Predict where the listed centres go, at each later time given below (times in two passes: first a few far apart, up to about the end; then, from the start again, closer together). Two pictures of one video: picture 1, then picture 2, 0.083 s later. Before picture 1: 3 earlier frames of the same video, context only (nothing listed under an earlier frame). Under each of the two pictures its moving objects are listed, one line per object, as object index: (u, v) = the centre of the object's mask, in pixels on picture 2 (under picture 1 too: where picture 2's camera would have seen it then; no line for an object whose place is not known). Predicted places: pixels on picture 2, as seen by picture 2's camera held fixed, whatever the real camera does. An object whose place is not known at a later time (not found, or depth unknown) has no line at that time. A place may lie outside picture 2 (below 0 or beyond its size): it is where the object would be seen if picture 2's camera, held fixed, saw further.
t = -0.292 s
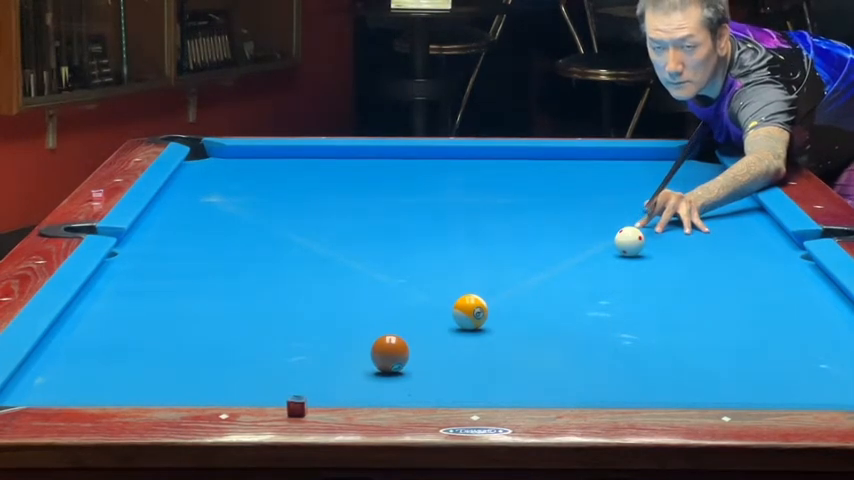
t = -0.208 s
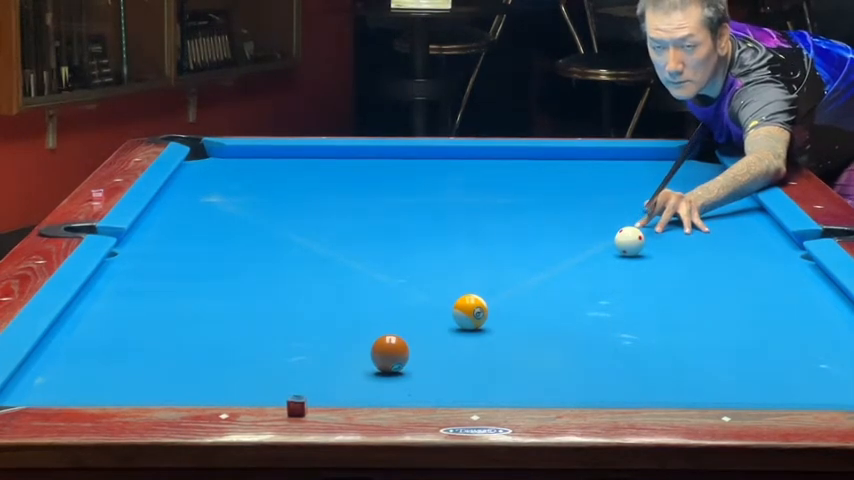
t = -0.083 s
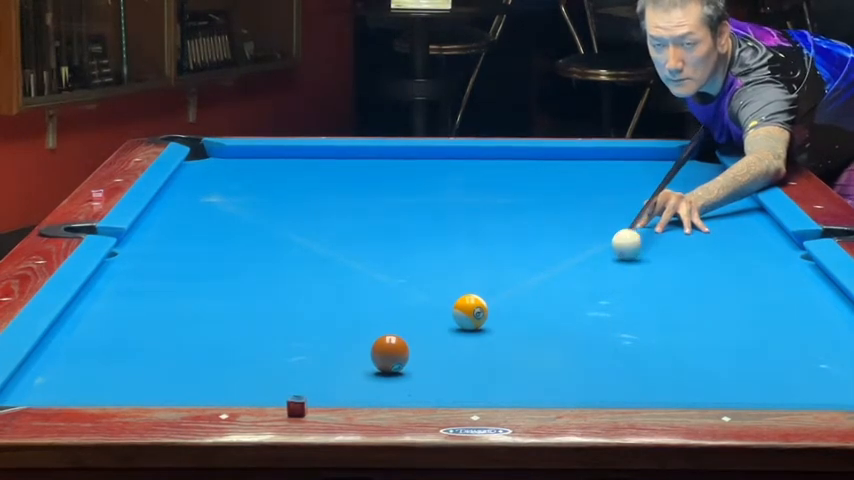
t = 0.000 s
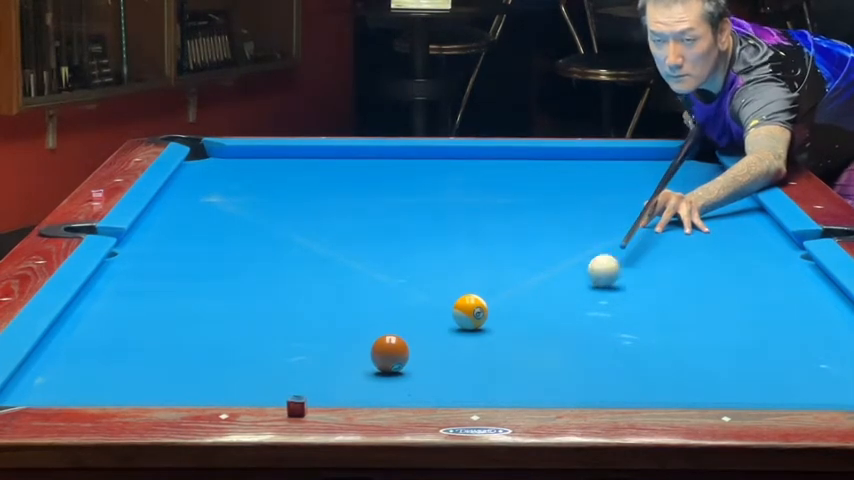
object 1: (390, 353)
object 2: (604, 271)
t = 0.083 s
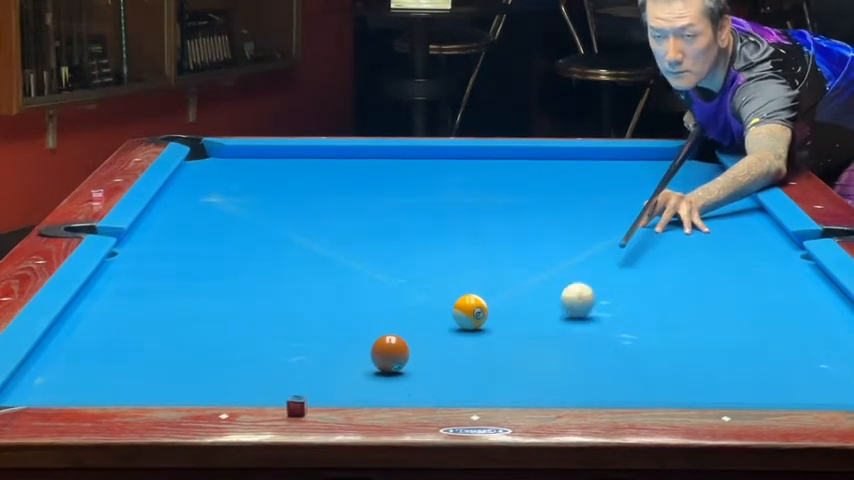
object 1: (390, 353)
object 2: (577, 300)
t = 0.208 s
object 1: (390, 353)
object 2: (530, 353)
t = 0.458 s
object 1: (371, 349)
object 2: (428, 358)
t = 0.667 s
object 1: (241, 320)
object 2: (482, 332)
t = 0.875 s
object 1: (141, 299)
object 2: (523, 309)
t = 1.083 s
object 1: (131, 283)
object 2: (559, 289)
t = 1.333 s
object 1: (199, 271)
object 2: (598, 268)
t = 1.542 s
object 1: (251, 261)
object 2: (626, 253)
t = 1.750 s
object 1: (299, 252)
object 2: (652, 238)
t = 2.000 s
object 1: (351, 243)
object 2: (679, 224)
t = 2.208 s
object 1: (390, 236)
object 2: (700, 213)
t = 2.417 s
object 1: (427, 229)
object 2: (718, 203)
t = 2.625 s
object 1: (461, 223)
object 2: (736, 194)
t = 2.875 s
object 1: (497, 216)
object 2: (719, 186)
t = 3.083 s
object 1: (525, 211)
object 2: (703, 180)
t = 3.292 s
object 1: (550, 207)
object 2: (689, 175)
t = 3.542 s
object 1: (578, 202)
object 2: (674, 170)
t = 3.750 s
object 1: (599, 198)
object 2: (663, 165)
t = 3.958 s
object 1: (618, 195)
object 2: (653, 162)
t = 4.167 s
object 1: (634, 192)
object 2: (645, 159)
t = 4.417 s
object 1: (653, 189)
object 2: (636, 156)
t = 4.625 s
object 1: (666, 187)
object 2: (630, 153)
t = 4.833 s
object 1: (678, 185)
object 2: (625, 151)
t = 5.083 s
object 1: (691, 184)
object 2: (624, 152)
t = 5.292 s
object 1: (699, 182)
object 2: (624, 153)
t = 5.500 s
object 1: (705, 181)
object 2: (623, 153)
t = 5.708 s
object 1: (711, 180)
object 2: (623, 154)
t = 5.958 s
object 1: (715, 180)
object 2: (623, 154)
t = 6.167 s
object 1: (718, 180)
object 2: (623, 154)
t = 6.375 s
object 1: (718, 180)
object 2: (623, 154)
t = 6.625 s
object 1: (718, 179)
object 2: (623, 154)
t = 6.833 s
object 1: (718, 179)
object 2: (623, 154)
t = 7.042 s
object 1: (718, 179)
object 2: (623, 154)
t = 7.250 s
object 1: (718, 179)
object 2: (623, 154)
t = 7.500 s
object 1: (718, 180)
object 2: (623, 154)
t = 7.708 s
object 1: (718, 180)
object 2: (623, 154)
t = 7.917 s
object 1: (718, 180)
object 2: (623, 154)
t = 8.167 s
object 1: (718, 180)
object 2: (623, 154)
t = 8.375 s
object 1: (718, 180)
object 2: (623, 154)
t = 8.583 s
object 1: (718, 180)
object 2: (623, 154)
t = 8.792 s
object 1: (718, 180)
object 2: (623, 154)
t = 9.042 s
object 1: (718, 180)
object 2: (623, 153)
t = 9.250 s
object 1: (718, 180)
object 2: (623, 154)
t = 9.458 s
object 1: (718, 180)
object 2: (623, 154)
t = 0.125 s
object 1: (390, 353)
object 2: (562, 317)
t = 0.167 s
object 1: (390, 353)
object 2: (547, 334)
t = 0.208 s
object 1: (390, 353)
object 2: (530, 353)
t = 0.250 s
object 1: (390, 353)
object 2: (512, 374)
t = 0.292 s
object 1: (390, 353)
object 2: (493, 388)
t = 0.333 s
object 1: (390, 353)
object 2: (471, 389)
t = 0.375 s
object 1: (390, 353)
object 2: (448, 380)
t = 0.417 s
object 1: (390, 353)
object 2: (427, 366)
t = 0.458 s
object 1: (371, 349)
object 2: (428, 358)
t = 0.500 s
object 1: (339, 342)
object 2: (443, 353)
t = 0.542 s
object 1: (310, 336)
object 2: (455, 348)
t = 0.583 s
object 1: (284, 330)
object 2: (464, 342)
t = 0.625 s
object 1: (262, 326)
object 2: (473, 337)
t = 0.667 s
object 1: (241, 320)
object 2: (482, 332)
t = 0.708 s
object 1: (220, 316)
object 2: (490, 327)
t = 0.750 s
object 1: (199, 312)
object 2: (499, 323)
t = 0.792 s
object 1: (180, 307)
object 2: (507, 318)
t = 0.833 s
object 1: (160, 303)
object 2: (515, 313)
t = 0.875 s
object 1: (141, 299)
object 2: (523, 309)
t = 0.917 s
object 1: (123, 295)
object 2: (530, 305)
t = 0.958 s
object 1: (104, 291)
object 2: (538, 301)
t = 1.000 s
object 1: (105, 288)
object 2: (545, 297)
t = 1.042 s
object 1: (119, 286)
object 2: (552, 293)
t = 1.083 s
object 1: (131, 283)
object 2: (559, 289)
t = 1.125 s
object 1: (143, 281)
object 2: (566, 286)
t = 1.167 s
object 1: (155, 279)
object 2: (572, 282)
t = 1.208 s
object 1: (166, 277)
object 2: (579, 278)
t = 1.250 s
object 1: (178, 275)
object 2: (585, 275)
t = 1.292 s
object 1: (189, 272)
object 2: (591, 271)
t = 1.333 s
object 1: (199, 271)
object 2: (598, 268)
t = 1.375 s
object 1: (210, 268)
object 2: (603, 265)
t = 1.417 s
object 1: (221, 267)
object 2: (609, 262)
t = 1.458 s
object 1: (231, 265)
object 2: (615, 259)
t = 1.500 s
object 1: (241, 263)
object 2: (620, 255)
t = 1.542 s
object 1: (251, 261)
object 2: (626, 253)
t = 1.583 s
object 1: (261, 259)
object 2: (631, 250)
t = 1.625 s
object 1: (271, 257)
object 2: (637, 247)
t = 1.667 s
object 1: (281, 256)
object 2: (641, 244)
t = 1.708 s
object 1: (290, 254)
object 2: (647, 241)
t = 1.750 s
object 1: (299, 252)
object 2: (652, 238)
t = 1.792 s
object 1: (308, 250)
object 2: (656, 236)
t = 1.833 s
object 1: (317, 249)
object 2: (661, 233)
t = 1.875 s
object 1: (325, 248)
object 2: (665, 231)
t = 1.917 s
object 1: (334, 246)
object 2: (670, 228)
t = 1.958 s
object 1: (343, 244)
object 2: (674, 226)
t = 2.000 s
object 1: (351, 243)
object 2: (679, 224)
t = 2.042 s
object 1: (359, 241)
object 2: (684, 222)
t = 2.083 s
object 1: (367, 239)
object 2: (687, 219)
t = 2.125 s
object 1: (375, 238)
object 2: (692, 217)
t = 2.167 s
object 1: (383, 237)
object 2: (696, 215)
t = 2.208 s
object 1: (390, 236)
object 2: (700, 213)
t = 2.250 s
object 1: (398, 234)
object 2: (704, 211)
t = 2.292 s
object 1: (406, 233)
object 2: (707, 208)
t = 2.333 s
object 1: (413, 231)
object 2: (711, 206)
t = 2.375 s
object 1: (420, 230)
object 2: (715, 205)
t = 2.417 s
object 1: (427, 229)
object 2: (718, 203)
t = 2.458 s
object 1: (434, 227)
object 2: (722, 201)
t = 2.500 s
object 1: (441, 226)
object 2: (726, 199)
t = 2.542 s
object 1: (447, 225)
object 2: (729, 197)
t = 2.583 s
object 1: (454, 224)
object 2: (732, 196)
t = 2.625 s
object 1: (461, 223)
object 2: (736, 194)
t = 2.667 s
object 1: (467, 221)
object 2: (737, 191)
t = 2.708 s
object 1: (473, 220)
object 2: (734, 191)
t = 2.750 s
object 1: (479, 219)
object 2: (730, 189)
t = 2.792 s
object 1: (485, 218)
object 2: (726, 188)
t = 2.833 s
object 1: (491, 217)
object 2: (723, 187)
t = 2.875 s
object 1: (497, 216)
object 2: (719, 186)
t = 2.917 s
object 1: (503, 215)
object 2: (716, 184)
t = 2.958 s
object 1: (509, 214)
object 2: (713, 183)
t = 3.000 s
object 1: (514, 212)
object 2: (709, 182)
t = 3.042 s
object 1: (519, 212)
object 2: (706, 181)
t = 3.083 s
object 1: (525, 211)
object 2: (703, 180)
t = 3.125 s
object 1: (530, 210)
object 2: (700, 179)
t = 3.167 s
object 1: (535, 209)
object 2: (697, 178)
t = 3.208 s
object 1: (540, 208)
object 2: (694, 177)
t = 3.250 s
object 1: (545, 208)
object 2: (692, 176)
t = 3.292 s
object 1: (550, 207)
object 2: (689, 175)
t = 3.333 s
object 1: (555, 206)
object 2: (686, 174)
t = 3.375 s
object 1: (560, 205)
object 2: (683, 173)
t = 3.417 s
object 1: (564, 204)
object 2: (681, 172)
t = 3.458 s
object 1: (569, 204)
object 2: (678, 171)
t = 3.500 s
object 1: (573, 203)
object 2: (676, 170)
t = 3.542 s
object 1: (578, 202)
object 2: (674, 170)
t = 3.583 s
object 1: (582, 201)
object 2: (672, 169)
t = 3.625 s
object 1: (587, 200)
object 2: (669, 168)
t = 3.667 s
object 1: (591, 200)
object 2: (667, 167)
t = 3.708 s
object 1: (595, 199)
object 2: (665, 166)
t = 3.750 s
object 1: (599, 198)
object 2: (663, 165)
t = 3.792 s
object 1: (603, 197)
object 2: (661, 165)
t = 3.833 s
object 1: (607, 197)
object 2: (659, 164)
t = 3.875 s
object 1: (610, 196)
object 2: (657, 163)
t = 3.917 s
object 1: (614, 196)
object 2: (655, 162)
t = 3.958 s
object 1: (618, 195)
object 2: (653, 162)
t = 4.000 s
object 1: (621, 194)
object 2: (651, 161)
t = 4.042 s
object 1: (625, 194)
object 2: (649, 161)
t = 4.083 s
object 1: (628, 194)
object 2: (648, 160)
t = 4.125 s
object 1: (631, 193)
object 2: (646, 159)
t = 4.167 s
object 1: (634, 192)
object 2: (645, 159)
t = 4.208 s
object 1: (637, 192)
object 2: (643, 159)
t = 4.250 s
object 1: (640, 191)
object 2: (641, 158)
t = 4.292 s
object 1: (644, 191)
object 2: (640, 157)
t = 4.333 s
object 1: (647, 190)
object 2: (639, 157)
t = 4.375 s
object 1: (649, 190)
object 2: (637, 156)
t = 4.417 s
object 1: (653, 189)
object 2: (636, 156)
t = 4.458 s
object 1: (655, 189)
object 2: (635, 155)
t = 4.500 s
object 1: (658, 188)
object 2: (634, 155)
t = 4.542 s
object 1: (660, 188)
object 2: (632, 154)
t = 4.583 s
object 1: (664, 187)
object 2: (631, 154)
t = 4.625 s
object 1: (666, 187)
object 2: (630, 153)
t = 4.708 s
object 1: (671, 186)
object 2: (628, 152)
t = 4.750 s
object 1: (673, 186)
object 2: (627, 152)
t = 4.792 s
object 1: (676, 186)
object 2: (626, 152)
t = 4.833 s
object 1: (678, 185)
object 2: (625, 151)
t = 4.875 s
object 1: (681, 185)
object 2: (625, 151)
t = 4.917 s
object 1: (683, 185)
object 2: (625, 152)
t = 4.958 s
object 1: (684, 184)
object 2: (625, 152)
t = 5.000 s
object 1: (687, 184)
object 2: (624, 152)
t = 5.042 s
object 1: (689, 184)
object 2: (624, 152)
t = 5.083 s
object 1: (691, 184)
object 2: (624, 152)
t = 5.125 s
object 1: (692, 183)
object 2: (624, 153)
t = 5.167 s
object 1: (694, 183)
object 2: (624, 153)
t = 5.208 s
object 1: (696, 183)
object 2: (624, 153)
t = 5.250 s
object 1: (697, 183)
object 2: (624, 153)
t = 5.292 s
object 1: (699, 182)
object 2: (624, 153)
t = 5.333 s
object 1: (701, 182)
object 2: (624, 153)
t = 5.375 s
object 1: (701, 182)
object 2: (624, 153)
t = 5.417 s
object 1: (703, 182)
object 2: (623, 153)
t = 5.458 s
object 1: (704, 182)
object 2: (623, 153)
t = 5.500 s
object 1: (705, 181)
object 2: (623, 153)
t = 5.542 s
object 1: (706, 181)
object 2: (623, 153)
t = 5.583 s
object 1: (708, 181)
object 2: (623, 153)
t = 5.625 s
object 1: (709, 181)
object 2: (623, 154)
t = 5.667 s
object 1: (710, 181)
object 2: (623, 154)
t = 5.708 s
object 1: (711, 180)
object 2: (623, 154)
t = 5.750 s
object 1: (712, 180)
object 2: (623, 154)
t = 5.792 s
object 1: (713, 180)
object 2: (623, 154)
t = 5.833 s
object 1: (713, 180)
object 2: (623, 154)
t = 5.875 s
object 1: (714, 180)
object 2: (623, 154)
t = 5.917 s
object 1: (715, 180)
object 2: (623, 154)
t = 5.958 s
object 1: (715, 180)
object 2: (623, 154)
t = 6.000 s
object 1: (716, 180)
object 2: (623, 154)
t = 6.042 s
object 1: (717, 180)
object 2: (623, 154)
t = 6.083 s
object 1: (717, 180)
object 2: (623, 154)
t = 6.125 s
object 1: (718, 180)
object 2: (623, 154)
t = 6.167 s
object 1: (718, 180)
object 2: (623, 154)
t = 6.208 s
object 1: (718, 180)
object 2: (623, 154)
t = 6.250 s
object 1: (718, 180)
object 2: (623, 154)
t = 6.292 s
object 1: (718, 180)
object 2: (623, 154)
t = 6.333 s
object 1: (718, 180)
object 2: (623, 154)
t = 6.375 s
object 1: (718, 180)
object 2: (623, 154)
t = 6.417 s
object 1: (718, 180)
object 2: (623, 154)
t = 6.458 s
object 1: (718, 180)
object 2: (623, 154)
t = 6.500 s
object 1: (718, 179)
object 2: (623, 154)
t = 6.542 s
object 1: (718, 179)
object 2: (623, 153)
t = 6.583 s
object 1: (718, 179)
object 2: (623, 154)
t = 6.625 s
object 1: (718, 179)
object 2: (623, 154)
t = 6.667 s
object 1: (718, 179)
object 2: (623, 154)
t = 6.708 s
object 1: (718, 179)
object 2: (623, 154)
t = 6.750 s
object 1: (718, 179)
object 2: (623, 154)
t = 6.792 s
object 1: (718, 179)
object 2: (623, 154)
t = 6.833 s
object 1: (718, 179)
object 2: (623, 154)
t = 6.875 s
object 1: (718, 179)
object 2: (623, 153)
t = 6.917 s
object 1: (718, 179)
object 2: (623, 153)
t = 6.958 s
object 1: (718, 179)
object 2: (623, 153)
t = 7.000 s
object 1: (718, 179)
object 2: (623, 154)
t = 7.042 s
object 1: (718, 179)
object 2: (623, 154)
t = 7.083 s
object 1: (718, 179)
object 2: (623, 153)
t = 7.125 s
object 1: (718, 179)
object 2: (623, 154)
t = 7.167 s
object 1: (718, 179)
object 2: (623, 154)
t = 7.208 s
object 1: (718, 179)
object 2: (623, 154)
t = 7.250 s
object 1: (718, 179)
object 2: (623, 154)
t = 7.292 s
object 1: (718, 179)
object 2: (623, 154)
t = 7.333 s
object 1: (718, 179)
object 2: (623, 154)
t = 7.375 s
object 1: (718, 179)
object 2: (623, 154)
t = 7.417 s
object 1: (718, 180)
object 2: (623, 154)
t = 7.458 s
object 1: (718, 180)
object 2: (623, 154)
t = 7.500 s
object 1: (718, 180)
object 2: (623, 154)
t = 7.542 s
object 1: (718, 180)
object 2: (623, 154)
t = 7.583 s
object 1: (718, 180)
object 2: (623, 154)
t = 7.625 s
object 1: (718, 180)
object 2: (623, 154)
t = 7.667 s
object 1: (718, 180)
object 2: (623, 154)
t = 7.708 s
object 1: (718, 180)
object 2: (623, 154)
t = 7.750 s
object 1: (718, 180)
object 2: (623, 154)
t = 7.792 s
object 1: (718, 180)
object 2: (623, 154)
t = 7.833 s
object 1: (718, 180)
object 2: (623, 154)
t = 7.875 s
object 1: (718, 180)
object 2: (623, 154)
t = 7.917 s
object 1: (718, 180)
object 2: (623, 154)
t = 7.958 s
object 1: (718, 180)
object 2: (623, 154)
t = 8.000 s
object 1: (718, 180)
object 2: (623, 154)
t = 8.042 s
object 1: (718, 180)
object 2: (623, 154)
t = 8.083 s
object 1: (718, 180)
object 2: (623, 154)
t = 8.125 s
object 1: (718, 180)
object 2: (623, 154)
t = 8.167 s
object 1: (718, 180)
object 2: (623, 154)
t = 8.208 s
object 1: (718, 180)
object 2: (623, 154)
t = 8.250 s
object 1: (718, 180)
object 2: (623, 154)
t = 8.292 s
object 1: (718, 180)
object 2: (623, 154)
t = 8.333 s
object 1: (718, 180)
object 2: (623, 154)
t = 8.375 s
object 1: (718, 180)
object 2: (623, 154)
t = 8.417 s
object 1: (718, 180)
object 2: (623, 154)
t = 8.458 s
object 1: (718, 180)
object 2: (623, 154)
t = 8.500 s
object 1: (718, 180)
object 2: (623, 154)
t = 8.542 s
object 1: (718, 180)
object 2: (623, 154)
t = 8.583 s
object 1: (718, 180)
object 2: (623, 154)
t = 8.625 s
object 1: (718, 180)
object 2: (623, 154)
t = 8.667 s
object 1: (718, 180)
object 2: (623, 154)
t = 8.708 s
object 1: (718, 180)
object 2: (623, 154)
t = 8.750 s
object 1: (718, 180)
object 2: (623, 154)
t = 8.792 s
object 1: (718, 180)
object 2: (623, 154)
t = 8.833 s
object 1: (718, 180)
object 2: (623, 154)
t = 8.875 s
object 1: (718, 180)
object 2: (623, 154)
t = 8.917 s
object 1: (718, 180)
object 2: (623, 154)
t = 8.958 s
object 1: (718, 180)
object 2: (623, 154)
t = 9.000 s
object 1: (718, 180)
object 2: (623, 153)
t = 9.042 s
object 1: (718, 180)
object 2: (623, 153)
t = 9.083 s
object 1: (718, 180)
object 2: (623, 153)
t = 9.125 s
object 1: (718, 180)
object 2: (623, 154)
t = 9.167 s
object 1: (718, 180)
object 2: (623, 154)
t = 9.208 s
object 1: (718, 180)
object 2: (623, 154)
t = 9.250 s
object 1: (718, 180)
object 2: (623, 154)
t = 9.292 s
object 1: (718, 180)
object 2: (623, 154)
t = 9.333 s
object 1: (718, 180)
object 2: (623, 154)
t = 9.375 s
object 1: (718, 180)
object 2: (623, 154)
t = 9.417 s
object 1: (718, 180)
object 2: (623, 154)
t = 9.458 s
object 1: (718, 180)
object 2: (623, 154)
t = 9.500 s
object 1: (718, 180)
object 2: (623, 154)
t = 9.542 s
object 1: (718, 179)
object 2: (623, 154)
